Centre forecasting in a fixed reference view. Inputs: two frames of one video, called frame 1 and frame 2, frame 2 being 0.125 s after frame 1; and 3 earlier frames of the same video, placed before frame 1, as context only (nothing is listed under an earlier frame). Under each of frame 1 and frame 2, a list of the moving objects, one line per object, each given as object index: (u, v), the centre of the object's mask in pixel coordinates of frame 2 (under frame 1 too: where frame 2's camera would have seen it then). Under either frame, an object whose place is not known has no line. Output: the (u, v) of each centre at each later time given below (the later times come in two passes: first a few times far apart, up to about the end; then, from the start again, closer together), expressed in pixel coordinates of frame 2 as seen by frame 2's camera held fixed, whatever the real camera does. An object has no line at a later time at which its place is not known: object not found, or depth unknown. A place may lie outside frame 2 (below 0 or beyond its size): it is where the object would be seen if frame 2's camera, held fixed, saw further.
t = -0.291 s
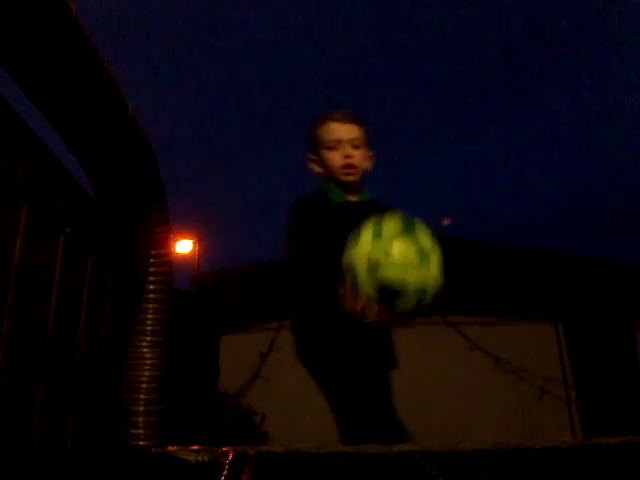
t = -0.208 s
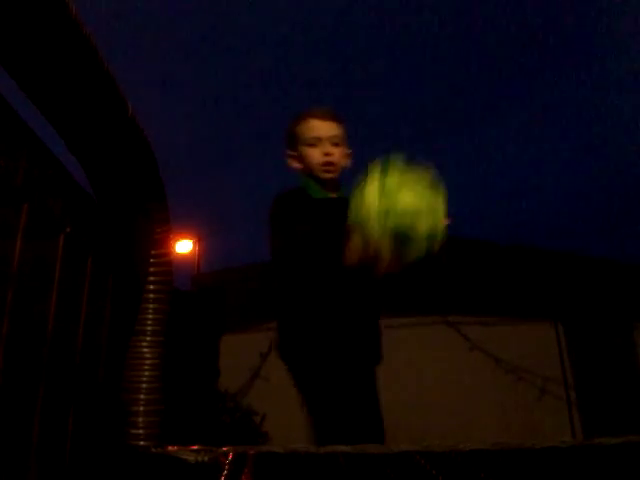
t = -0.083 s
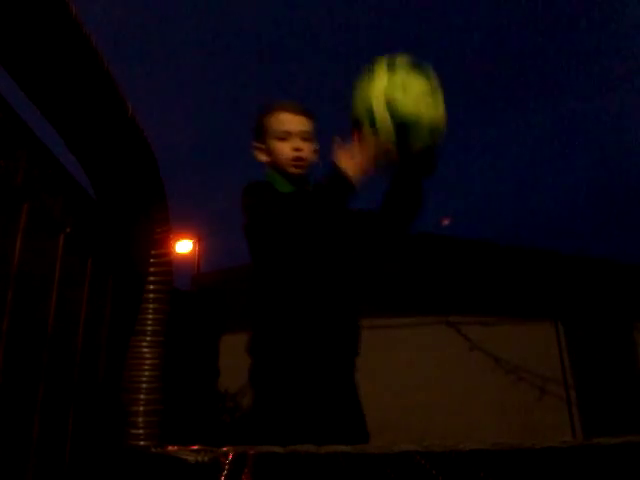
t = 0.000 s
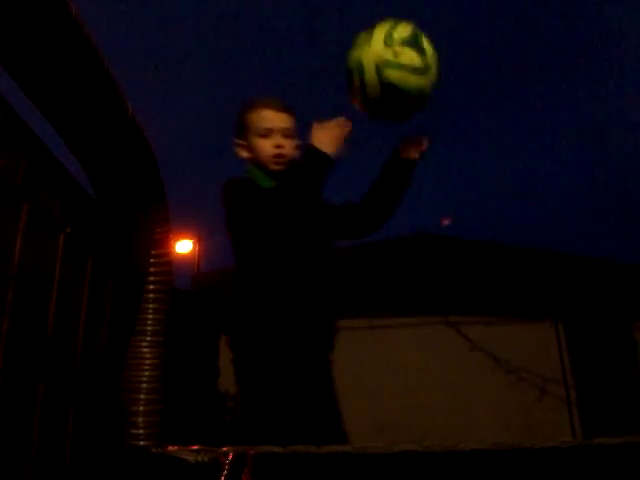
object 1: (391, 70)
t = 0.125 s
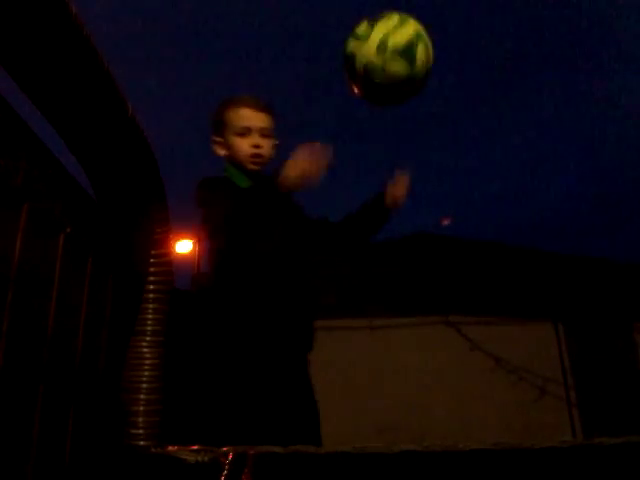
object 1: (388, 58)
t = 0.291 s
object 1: (390, 117)
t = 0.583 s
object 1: (414, 426)
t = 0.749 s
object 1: (415, 404)
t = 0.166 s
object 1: (388, 64)
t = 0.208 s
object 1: (388, 76)
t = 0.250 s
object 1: (389, 94)
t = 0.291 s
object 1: (390, 117)
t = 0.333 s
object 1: (392, 146)
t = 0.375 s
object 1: (394, 181)
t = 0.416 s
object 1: (397, 222)
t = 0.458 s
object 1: (401, 271)
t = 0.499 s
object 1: (404, 329)
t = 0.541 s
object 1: (409, 392)
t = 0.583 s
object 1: (414, 426)
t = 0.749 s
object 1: (415, 404)
